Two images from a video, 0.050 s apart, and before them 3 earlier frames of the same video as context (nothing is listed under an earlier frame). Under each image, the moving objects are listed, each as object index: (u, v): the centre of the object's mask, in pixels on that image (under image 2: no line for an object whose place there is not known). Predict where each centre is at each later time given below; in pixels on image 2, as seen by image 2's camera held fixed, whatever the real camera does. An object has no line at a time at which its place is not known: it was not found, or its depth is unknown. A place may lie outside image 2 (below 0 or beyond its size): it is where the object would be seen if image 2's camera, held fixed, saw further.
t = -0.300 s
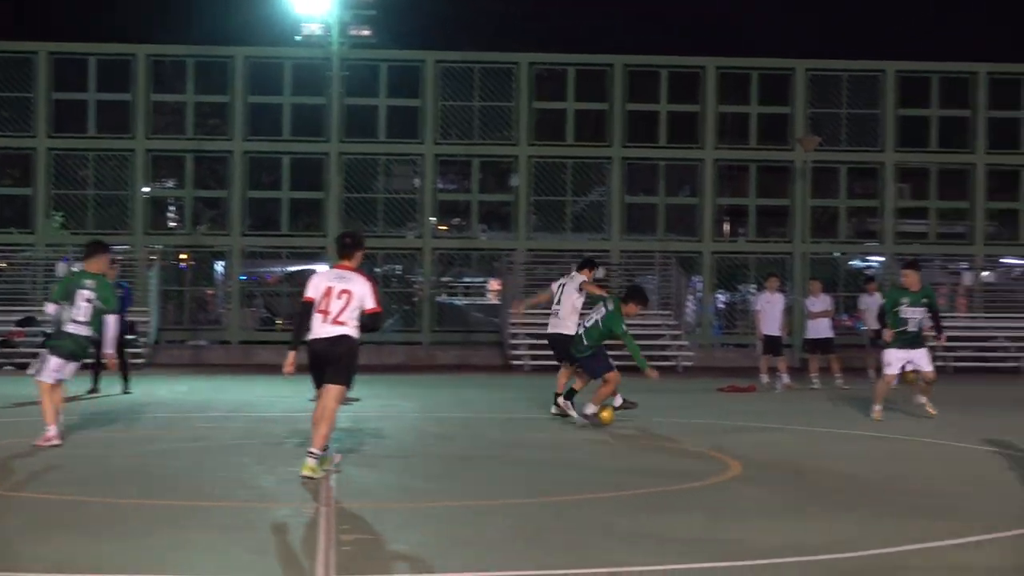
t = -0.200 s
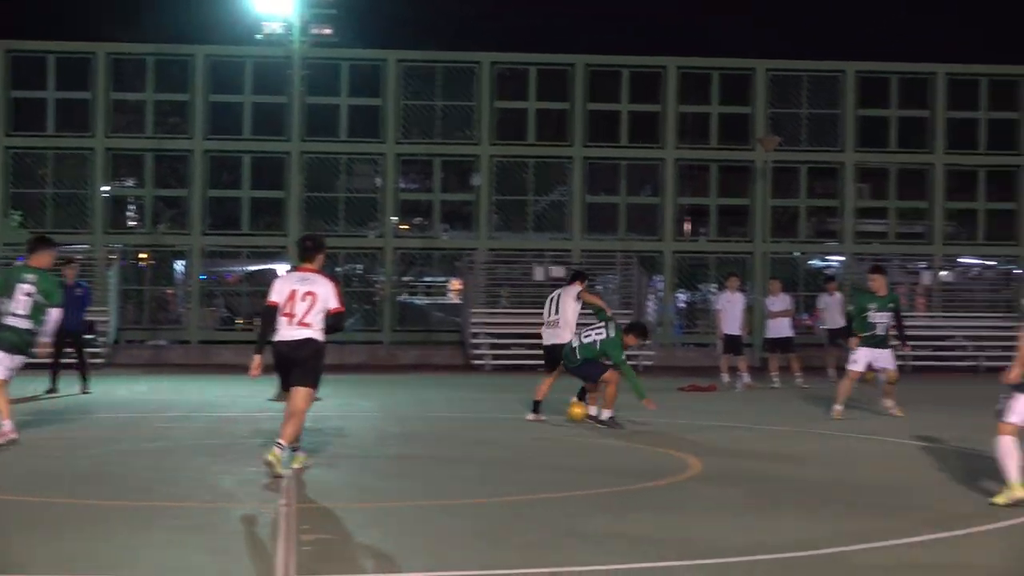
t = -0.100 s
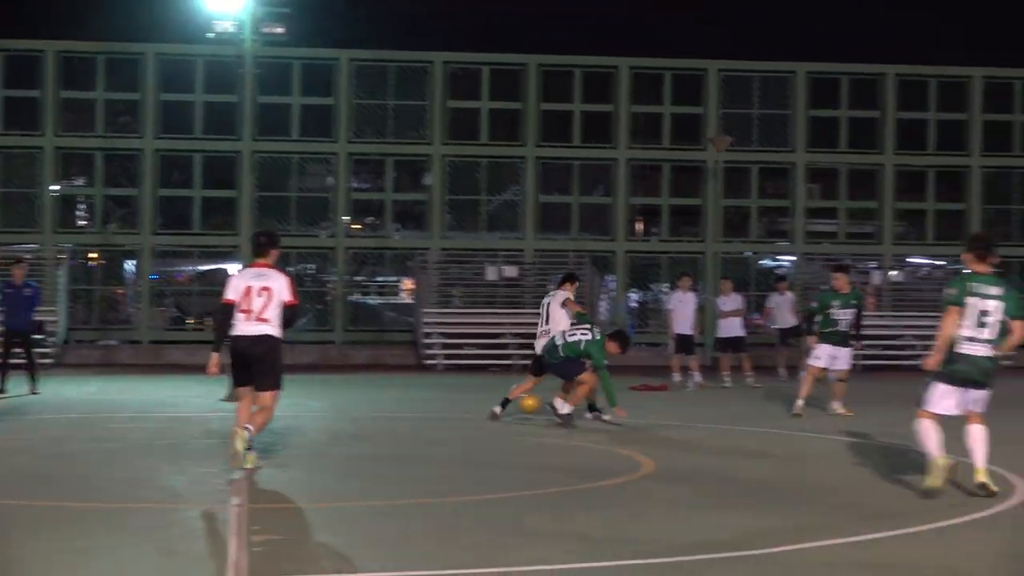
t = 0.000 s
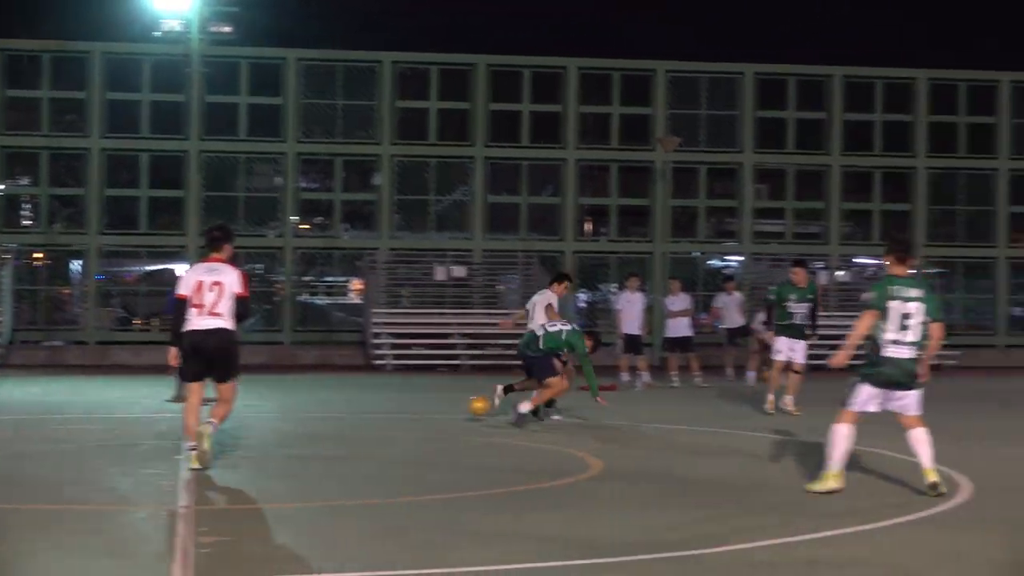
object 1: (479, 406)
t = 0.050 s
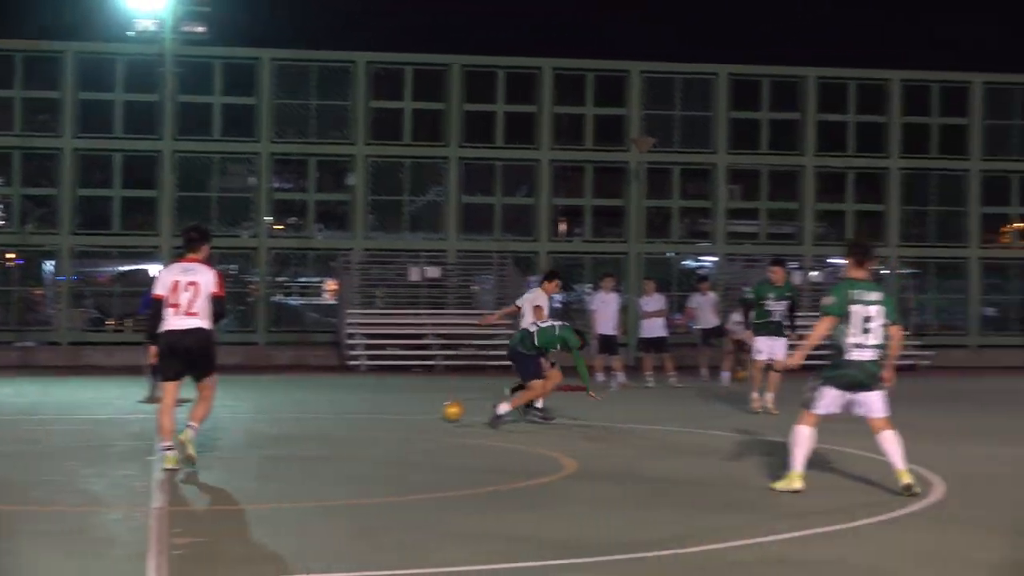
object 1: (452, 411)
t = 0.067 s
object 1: (453, 414)
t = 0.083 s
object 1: (454, 413)
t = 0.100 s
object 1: (453, 412)
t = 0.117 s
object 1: (454, 410)
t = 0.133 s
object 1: (454, 410)
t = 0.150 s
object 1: (455, 409)
